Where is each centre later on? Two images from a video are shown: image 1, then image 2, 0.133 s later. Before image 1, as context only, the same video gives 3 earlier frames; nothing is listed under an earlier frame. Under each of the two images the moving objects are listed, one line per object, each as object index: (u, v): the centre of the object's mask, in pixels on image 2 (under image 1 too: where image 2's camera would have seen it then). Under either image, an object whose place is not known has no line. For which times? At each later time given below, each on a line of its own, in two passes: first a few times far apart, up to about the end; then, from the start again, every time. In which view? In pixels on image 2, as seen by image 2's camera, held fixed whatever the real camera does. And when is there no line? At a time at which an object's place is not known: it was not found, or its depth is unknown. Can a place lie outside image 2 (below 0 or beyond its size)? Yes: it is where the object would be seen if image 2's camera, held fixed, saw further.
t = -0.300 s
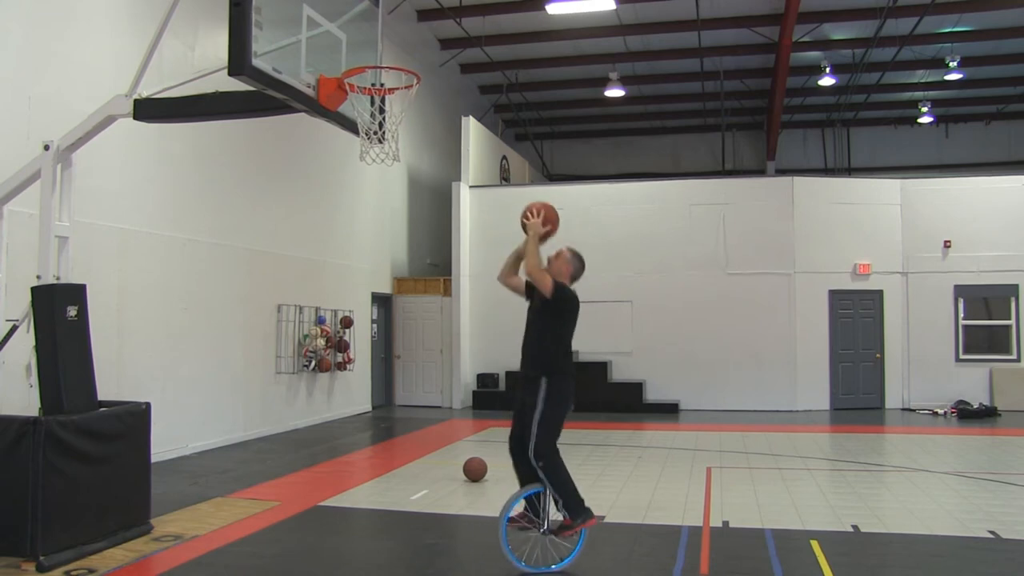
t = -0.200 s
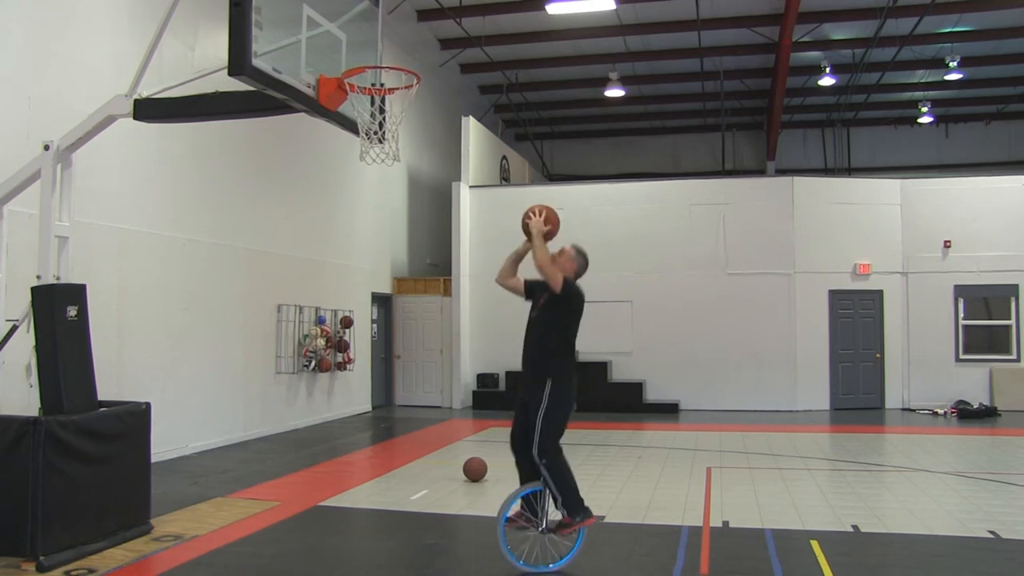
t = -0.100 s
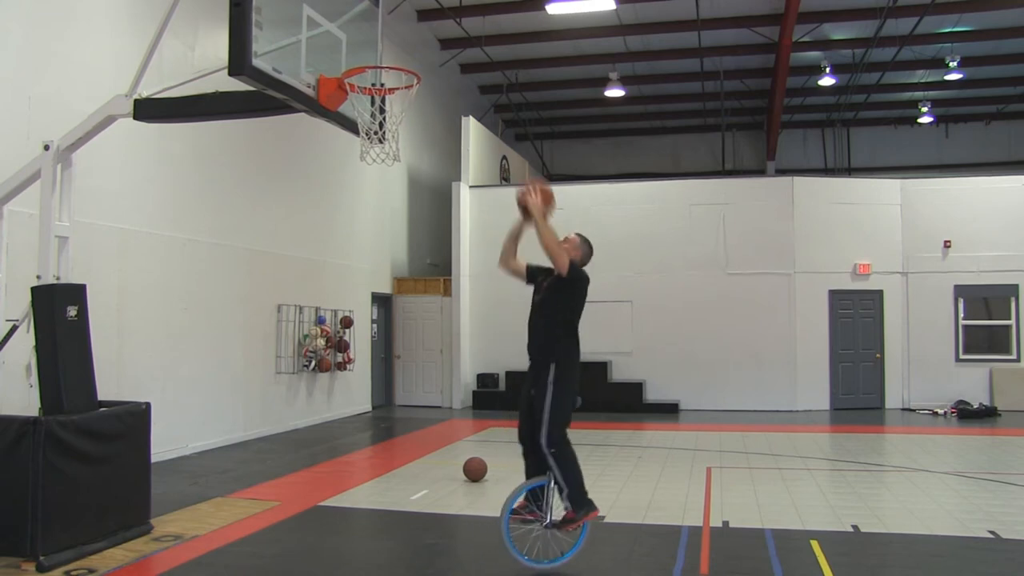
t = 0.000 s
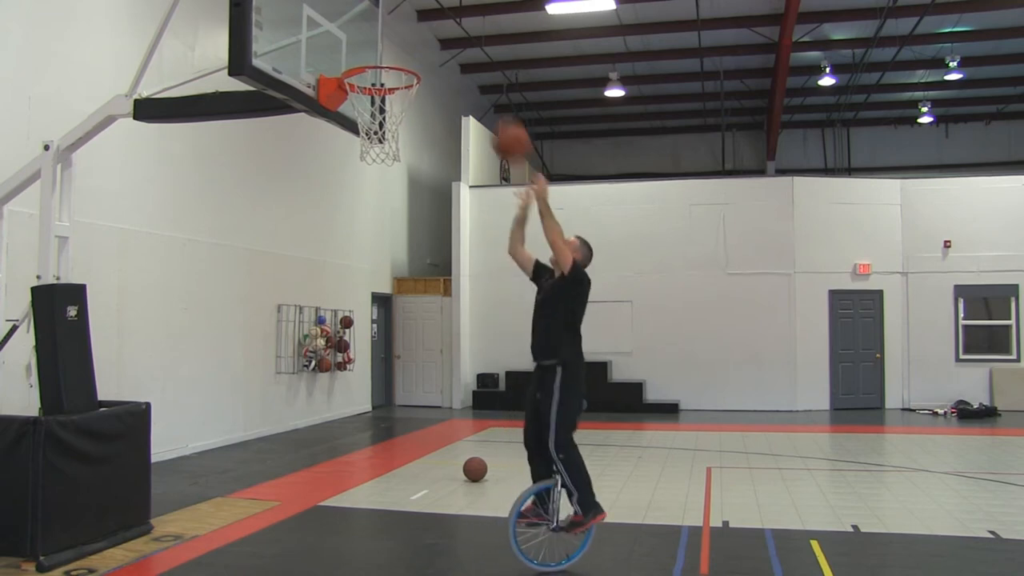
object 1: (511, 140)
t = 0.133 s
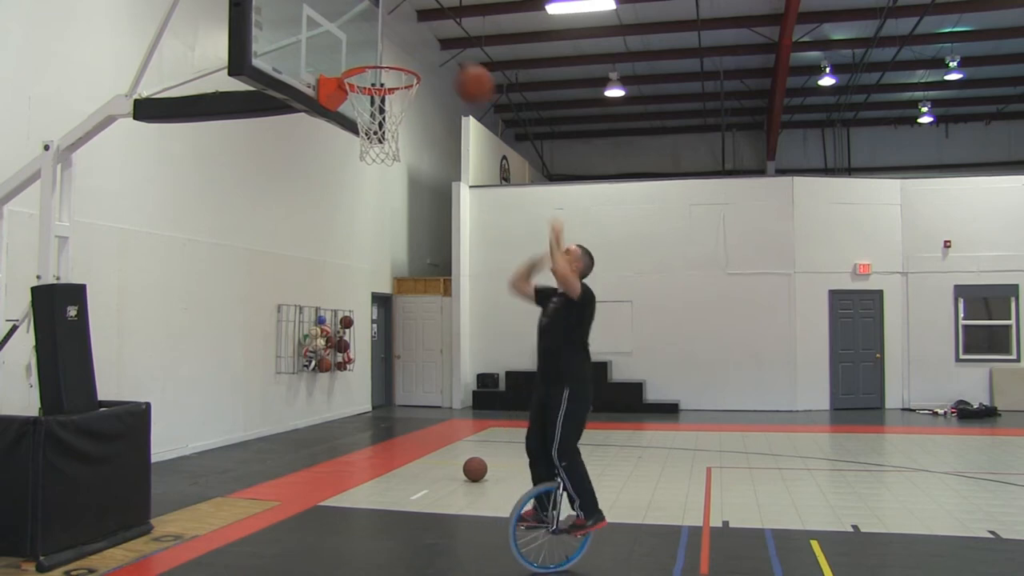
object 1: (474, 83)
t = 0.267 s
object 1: (436, 52)
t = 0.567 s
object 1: (370, 63)
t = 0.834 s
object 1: (396, 87)
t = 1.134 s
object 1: (364, 123)
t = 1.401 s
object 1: (352, 212)
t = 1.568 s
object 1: (349, 318)
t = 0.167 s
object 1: (465, 74)
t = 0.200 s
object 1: (455, 64)
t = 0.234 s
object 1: (446, 58)
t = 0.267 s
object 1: (436, 52)
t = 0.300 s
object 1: (426, 49)
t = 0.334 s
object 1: (417, 47)
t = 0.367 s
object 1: (406, 46)
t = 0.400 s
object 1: (397, 47)
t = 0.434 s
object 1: (387, 49)
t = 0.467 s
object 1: (377, 54)
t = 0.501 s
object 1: (369, 59)
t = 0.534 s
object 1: (369, 61)
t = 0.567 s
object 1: (370, 63)
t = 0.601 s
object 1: (369, 68)
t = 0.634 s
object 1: (370, 73)
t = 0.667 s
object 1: (374, 75)
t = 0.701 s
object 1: (380, 75)
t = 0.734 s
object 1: (386, 77)
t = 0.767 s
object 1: (393, 80)
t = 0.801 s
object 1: (398, 84)
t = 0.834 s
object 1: (396, 87)
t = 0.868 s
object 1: (395, 89)
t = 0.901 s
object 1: (391, 96)
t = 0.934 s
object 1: (388, 102)
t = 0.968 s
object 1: (382, 105)
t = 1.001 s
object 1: (377, 107)
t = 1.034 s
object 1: (373, 111)
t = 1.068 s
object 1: (368, 116)
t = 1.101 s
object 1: (366, 120)
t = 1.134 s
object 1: (364, 123)
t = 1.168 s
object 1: (359, 133)
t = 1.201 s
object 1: (357, 141)
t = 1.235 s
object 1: (355, 147)
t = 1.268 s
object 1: (354, 155)
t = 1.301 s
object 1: (354, 168)
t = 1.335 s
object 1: (353, 180)
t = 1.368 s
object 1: (352, 195)
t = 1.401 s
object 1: (352, 212)
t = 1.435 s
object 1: (351, 230)
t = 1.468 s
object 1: (350, 250)
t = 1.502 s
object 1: (349, 271)
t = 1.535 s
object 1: (349, 292)
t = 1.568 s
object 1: (349, 318)
